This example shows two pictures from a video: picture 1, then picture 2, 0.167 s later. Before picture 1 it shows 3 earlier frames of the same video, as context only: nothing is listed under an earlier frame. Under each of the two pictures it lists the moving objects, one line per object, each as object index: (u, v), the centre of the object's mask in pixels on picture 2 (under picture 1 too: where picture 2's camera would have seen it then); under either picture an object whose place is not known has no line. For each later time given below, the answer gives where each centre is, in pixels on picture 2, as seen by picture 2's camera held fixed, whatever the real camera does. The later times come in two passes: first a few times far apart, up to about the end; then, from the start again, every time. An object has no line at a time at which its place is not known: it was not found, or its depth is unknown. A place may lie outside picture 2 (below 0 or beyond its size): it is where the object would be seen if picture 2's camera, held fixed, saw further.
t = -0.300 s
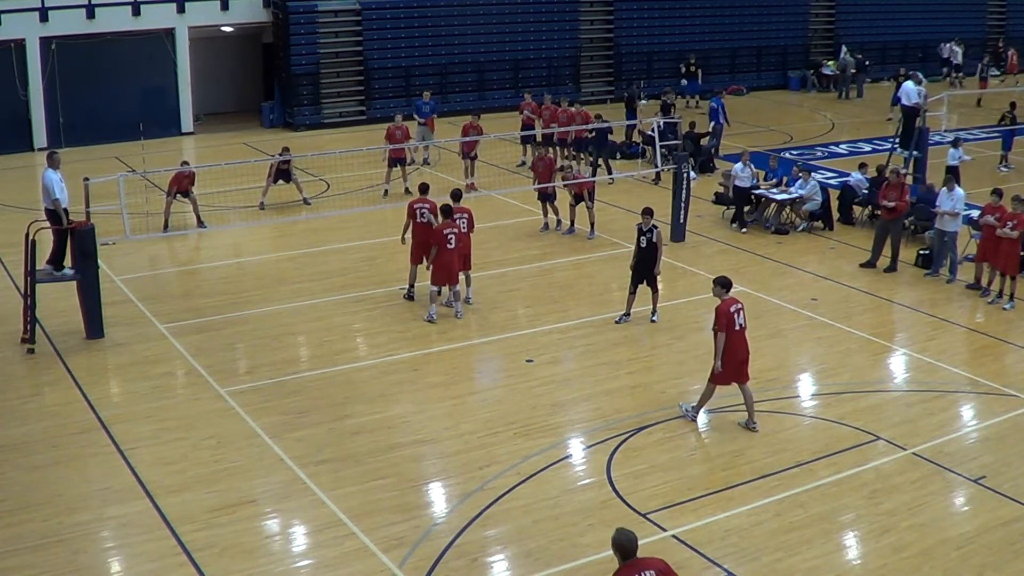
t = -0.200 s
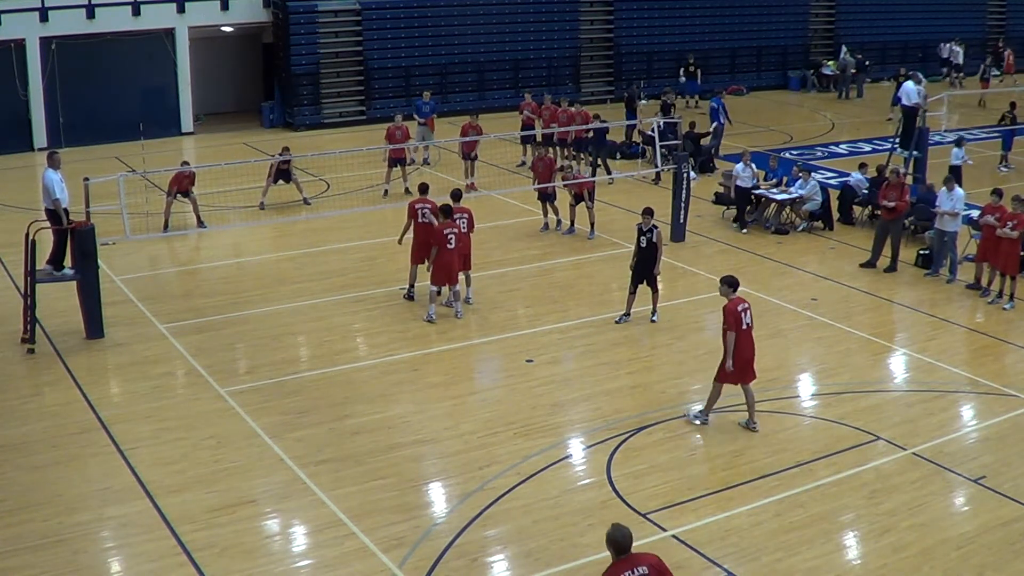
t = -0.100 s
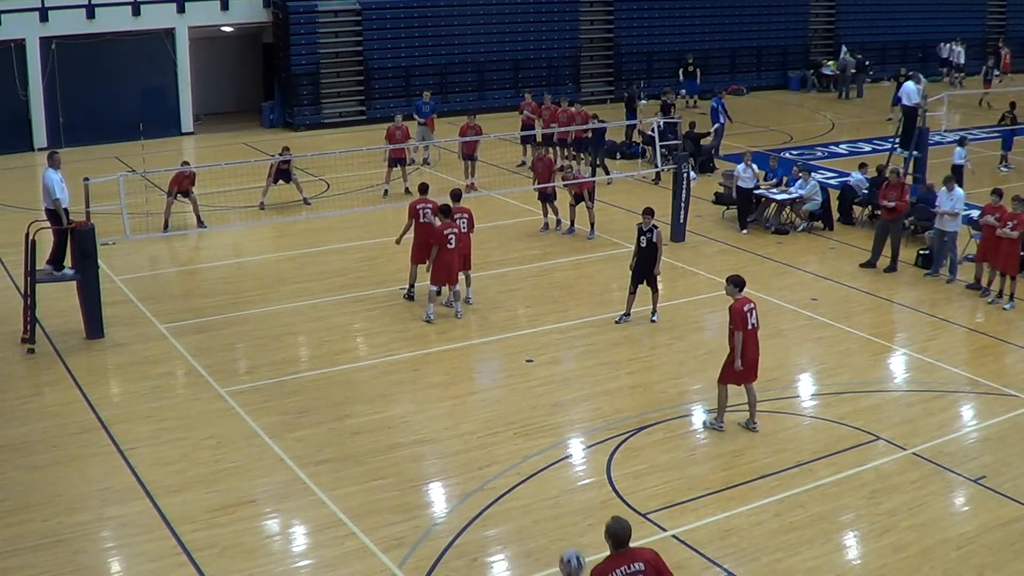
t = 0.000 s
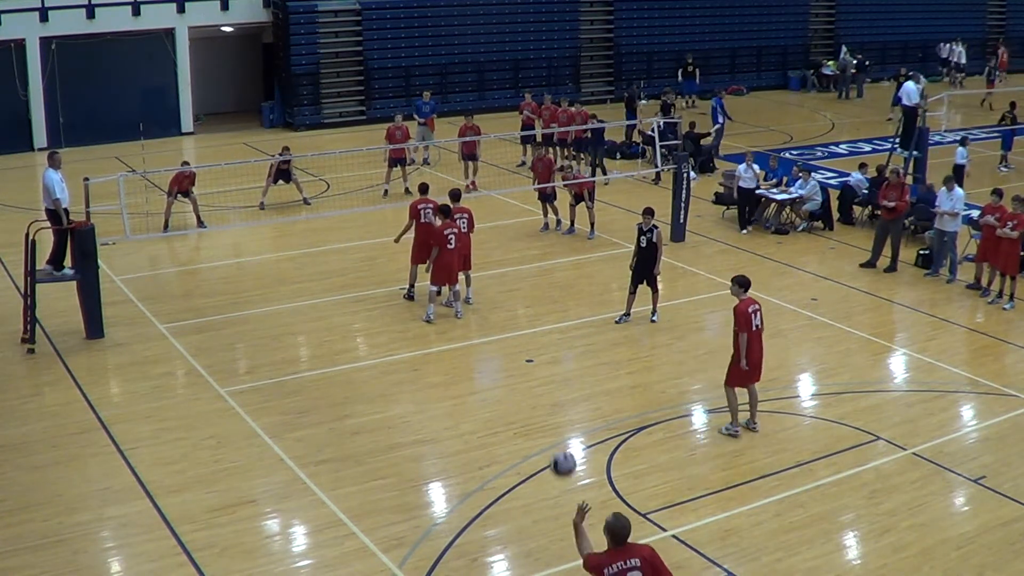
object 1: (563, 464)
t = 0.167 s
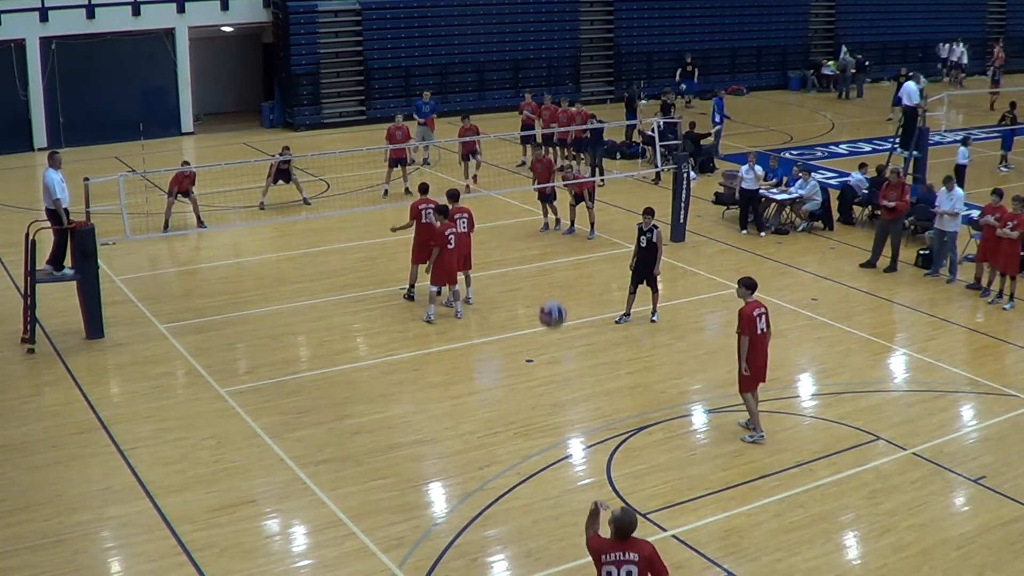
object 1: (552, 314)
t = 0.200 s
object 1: (550, 288)
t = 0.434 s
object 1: (532, 144)
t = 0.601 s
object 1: (519, 85)
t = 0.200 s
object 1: (550, 288)
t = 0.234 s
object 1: (548, 263)
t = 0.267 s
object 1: (546, 240)
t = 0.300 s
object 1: (543, 218)
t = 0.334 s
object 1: (539, 197)
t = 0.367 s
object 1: (538, 178)
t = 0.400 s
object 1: (536, 160)
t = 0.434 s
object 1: (532, 144)
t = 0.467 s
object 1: (529, 129)
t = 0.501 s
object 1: (527, 116)
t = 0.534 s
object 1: (524, 103)
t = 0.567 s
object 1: (521, 93)
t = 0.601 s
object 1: (519, 85)
